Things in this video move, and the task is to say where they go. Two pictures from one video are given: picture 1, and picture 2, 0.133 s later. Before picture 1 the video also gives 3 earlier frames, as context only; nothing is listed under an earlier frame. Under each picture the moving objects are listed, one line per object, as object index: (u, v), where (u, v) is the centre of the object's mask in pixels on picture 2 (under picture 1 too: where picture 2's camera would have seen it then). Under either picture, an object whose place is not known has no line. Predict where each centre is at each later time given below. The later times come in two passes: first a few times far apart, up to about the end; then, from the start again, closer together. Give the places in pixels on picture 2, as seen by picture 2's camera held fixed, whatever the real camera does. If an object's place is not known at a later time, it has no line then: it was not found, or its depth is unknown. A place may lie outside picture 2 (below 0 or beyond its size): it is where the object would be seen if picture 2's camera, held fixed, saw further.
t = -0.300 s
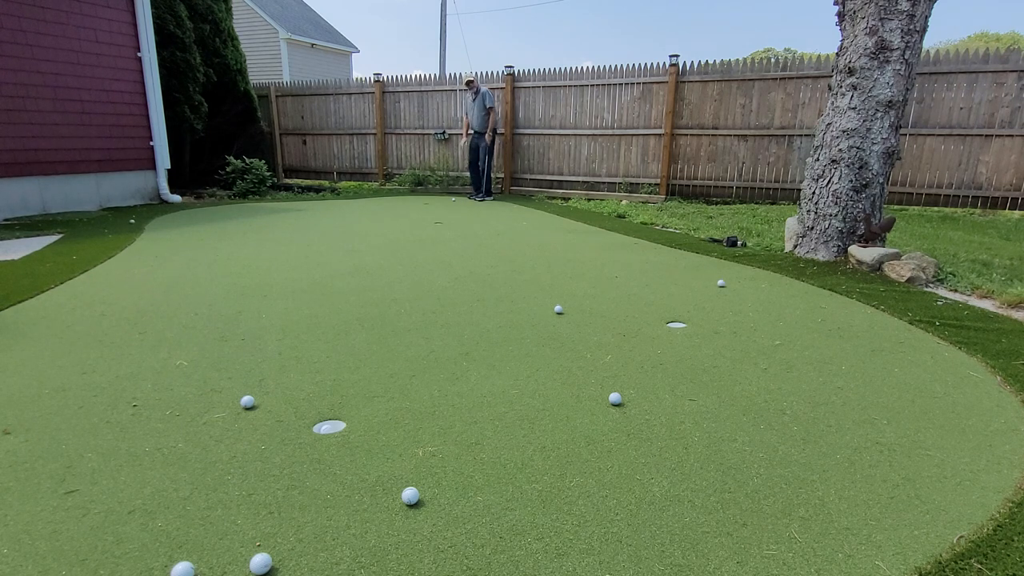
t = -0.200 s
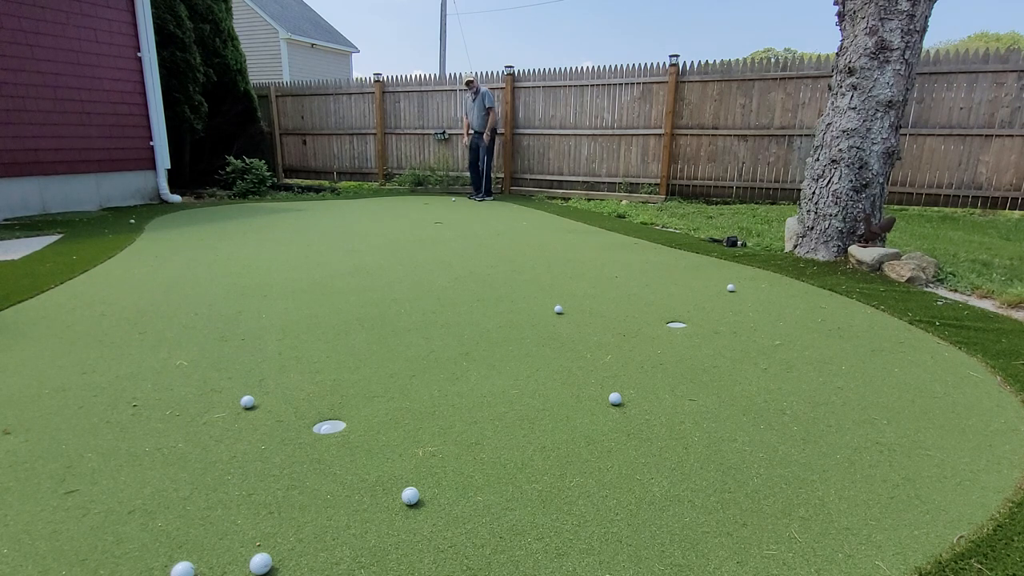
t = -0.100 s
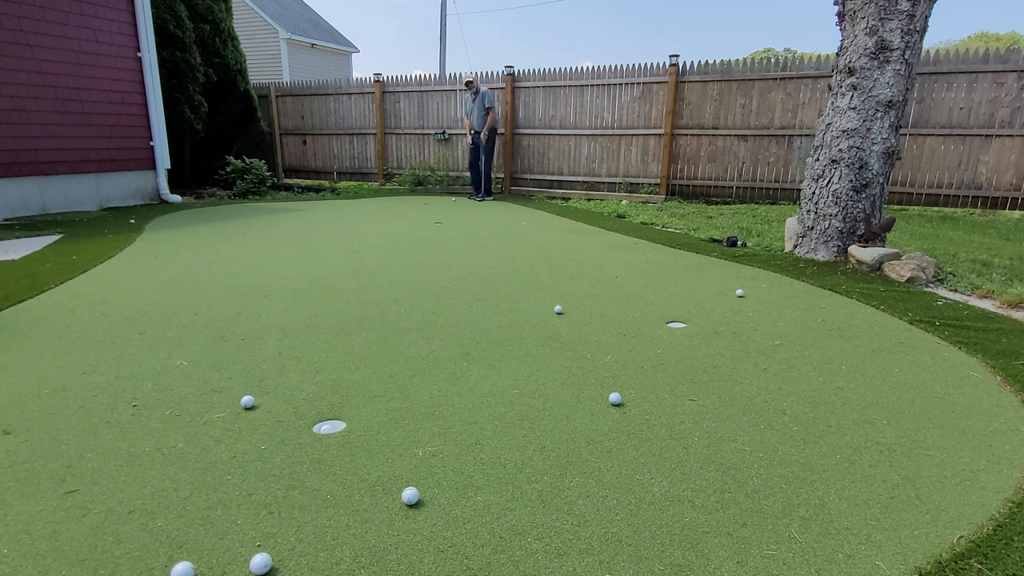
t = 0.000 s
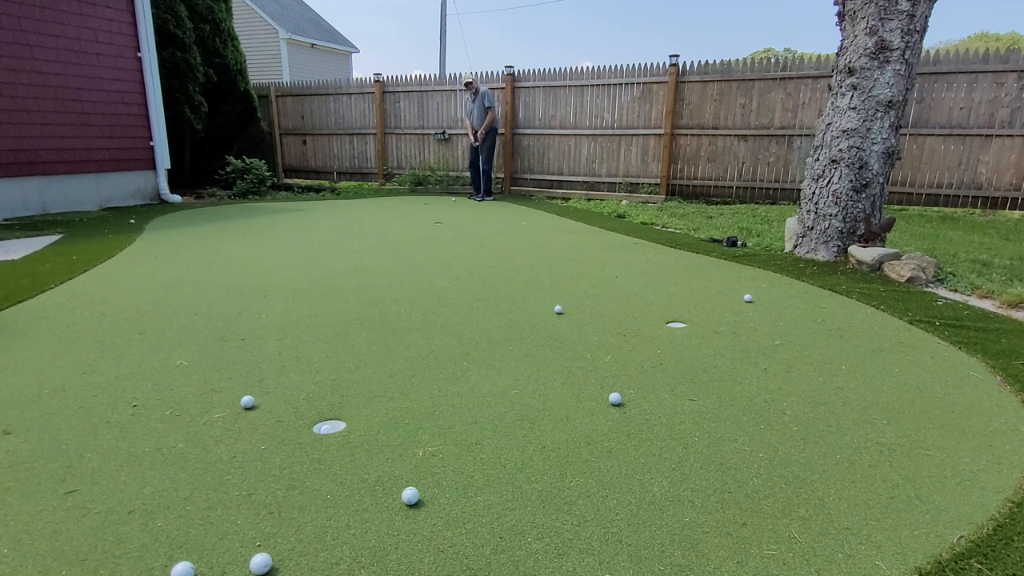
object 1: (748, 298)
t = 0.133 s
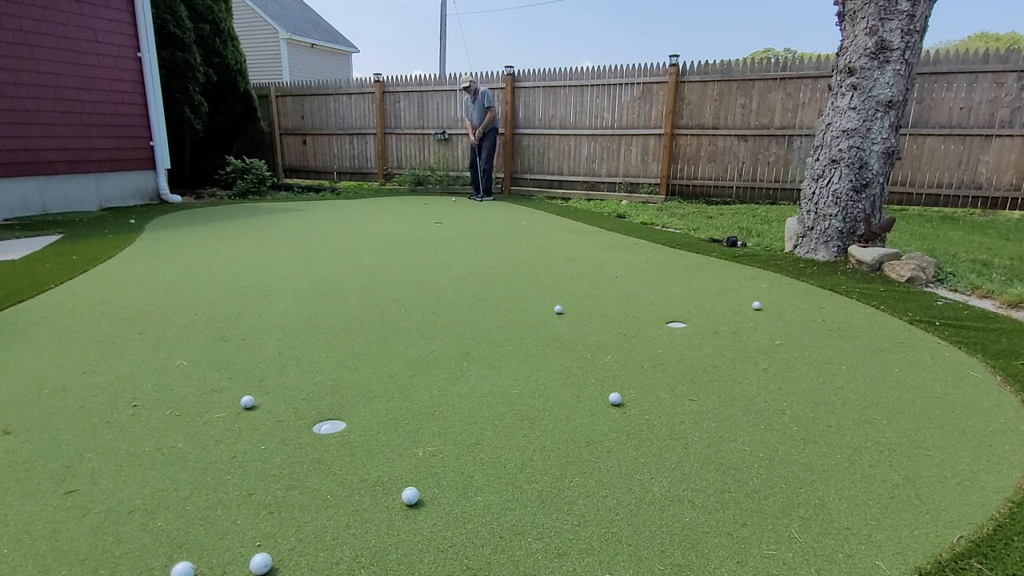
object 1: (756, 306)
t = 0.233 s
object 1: (762, 312)
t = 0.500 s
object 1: (770, 327)
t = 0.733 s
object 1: (771, 341)
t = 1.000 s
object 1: (762, 358)
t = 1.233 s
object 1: (747, 373)
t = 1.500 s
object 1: (721, 388)
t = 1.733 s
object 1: (691, 398)
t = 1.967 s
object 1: (658, 404)
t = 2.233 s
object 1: (617, 407)
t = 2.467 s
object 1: (585, 408)
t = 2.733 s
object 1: (552, 408)
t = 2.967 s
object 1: (527, 407)
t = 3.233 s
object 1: (502, 405)
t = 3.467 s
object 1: (484, 403)
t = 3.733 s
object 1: (472, 400)
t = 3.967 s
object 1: (466, 396)
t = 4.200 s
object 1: (465, 393)
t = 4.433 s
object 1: (465, 391)
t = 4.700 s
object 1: (463, 390)
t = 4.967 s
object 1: (463, 388)
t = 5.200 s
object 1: (463, 388)
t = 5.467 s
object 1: (463, 388)
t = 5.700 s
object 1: (463, 388)
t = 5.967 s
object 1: (463, 388)
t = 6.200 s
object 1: (463, 388)
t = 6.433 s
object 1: (463, 388)
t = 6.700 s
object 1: (463, 388)
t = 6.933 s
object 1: (463, 388)
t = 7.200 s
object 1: (463, 388)
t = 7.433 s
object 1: (463, 388)
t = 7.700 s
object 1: (463, 388)
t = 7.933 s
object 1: (463, 388)
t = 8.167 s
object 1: (463, 388)
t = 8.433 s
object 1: (463, 387)
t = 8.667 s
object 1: (463, 387)
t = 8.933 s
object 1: (463, 387)
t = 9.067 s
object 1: (463, 387)
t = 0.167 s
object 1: (758, 307)
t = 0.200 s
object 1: (760, 310)
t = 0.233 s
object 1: (762, 312)
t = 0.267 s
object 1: (763, 313)
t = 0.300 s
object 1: (765, 315)
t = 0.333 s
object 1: (766, 317)
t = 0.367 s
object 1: (767, 319)
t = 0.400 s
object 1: (768, 321)
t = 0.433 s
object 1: (769, 323)
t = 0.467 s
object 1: (770, 325)
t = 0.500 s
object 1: (770, 327)
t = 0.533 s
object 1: (771, 329)
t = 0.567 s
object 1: (771, 331)
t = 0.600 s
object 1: (771, 333)
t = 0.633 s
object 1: (771, 335)
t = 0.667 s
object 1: (771, 337)
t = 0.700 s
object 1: (771, 339)
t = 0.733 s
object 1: (771, 341)
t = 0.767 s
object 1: (770, 343)
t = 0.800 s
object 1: (769, 345)
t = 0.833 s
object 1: (769, 348)
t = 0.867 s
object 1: (768, 350)
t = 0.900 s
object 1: (767, 352)
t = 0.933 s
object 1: (765, 354)
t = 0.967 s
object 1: (764, 356)
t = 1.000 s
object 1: (762, 358)
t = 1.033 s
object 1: (761, 360)
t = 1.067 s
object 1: (759, 363)
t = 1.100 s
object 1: (757, 365)
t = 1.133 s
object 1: (754, 367)
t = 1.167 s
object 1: (752, 369)
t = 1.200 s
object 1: (750, 371)
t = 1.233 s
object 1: (747, 373)
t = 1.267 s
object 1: (744, 375)
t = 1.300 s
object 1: (741, 377)
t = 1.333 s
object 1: (738, 378)
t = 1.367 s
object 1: (735, 380)
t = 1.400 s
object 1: (732, 382)
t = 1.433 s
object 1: (728, 384)
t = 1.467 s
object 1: (725, 386)
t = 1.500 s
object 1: (721, 388)
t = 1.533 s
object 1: (717, 389)
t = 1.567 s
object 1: (713, 391)
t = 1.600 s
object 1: (709, 393)
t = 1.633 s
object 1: (704, 394)
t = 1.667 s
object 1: (700, 395)
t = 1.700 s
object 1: (696, 397)
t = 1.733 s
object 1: (691, 398)
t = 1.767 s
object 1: (687, 399)
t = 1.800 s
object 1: (682, 400)
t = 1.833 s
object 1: (678, 401)
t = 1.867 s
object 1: (673, 402)
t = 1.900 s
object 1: (668, 403)
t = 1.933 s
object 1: (663, 404)
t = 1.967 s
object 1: (658, 404)
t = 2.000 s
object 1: (652, 405)
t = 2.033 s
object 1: (647, 405)
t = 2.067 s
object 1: (642, 406)
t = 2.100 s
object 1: (637, 406)
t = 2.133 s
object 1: (632, 406)
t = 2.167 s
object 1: (627, 407)
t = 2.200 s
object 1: (622, 407)
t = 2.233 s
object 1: (617, 407)
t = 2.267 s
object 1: (612, 408)
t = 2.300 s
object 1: (608, 408)
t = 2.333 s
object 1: (603, 408)
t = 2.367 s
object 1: (598, 408)
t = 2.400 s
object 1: (594, 408)
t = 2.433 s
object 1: (589, 408)
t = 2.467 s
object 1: (585, 408)
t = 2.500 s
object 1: (580, 408)
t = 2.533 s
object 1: (576, 408)
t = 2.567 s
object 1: (572, 408)
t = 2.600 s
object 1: (568, 408)
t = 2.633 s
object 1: (563, 408)
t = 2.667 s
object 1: (560, 408)
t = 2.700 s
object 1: (556, 408)
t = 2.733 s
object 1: (552, 408)
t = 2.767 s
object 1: (548, 408)
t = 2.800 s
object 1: (544, 408)
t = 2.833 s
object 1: (540, 408)
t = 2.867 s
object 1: (537, 407)
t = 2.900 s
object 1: (534, 408)
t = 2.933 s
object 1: (530, 407)
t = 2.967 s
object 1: (527, 407)
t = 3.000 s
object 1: (523, 407)
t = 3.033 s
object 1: (520, 407)
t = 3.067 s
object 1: (517, 407)
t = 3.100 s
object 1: (514, 406)
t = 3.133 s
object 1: (511, 406)
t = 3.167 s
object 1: (508, 406)
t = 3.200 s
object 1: (505, 406)
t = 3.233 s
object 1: (502, 405)
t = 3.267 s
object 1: (499, 405)
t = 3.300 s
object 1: (497, 405)
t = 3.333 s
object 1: (494, 404)
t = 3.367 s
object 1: (491, 404)
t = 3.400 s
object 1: (489, 404)
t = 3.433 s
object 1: (486, 403)
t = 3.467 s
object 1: (484, 403)
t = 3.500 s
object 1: (482, 402)
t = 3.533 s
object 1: (480, 402)
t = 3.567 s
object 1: (479, 402)
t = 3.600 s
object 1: (477, 401)
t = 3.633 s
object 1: (475, 401)
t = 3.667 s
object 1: (474, 401)
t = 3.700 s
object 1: (473, 400)
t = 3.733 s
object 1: (472, 400)
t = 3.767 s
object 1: (472, 399)
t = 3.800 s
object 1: (470, 398)
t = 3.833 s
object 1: (470, 398)
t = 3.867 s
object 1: (469, 398)
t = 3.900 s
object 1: (468, 397)
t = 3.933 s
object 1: (467, 397)
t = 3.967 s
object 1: (466, 396)
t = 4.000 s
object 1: (466, 396)
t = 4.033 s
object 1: (466, 395)
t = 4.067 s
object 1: (465, 395)
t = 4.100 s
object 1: (465, 395)
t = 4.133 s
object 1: (465, 394)
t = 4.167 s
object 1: (465, 394)
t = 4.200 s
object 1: (465, 393)
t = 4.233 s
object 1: (465, 393)
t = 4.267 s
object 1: (465, 393)
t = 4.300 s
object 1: (464, 392)
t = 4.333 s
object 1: (465, 392)
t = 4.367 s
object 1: (464, 392)
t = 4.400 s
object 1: (464, 391)
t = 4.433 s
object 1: (465, 391)
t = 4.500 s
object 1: (464, 391)
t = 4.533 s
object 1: (464, 391)
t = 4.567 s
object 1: (464, 390)
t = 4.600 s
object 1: (464, 390)
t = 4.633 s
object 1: (463, 390)
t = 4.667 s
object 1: (463, 390)
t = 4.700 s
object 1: (463, 390)
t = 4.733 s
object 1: (463, 389)
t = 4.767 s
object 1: (463, 389)
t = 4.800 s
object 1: (463, 389)
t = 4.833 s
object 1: (463, 389)
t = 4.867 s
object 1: (463, 388)
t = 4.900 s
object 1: (463, 388)
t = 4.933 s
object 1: (463, 388)
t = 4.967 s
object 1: (463, 388)
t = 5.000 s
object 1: (463, 388)
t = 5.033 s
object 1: (463, 388)
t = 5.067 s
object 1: (463, 388)
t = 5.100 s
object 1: (463, 388)
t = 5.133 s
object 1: (463, 388)
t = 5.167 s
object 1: (463, 388)
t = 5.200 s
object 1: (463, 388)
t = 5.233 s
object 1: (463, 388)
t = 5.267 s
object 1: (463, 388)
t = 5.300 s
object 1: (463, 388)
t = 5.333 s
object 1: (463, 388)
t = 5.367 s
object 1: (463, 388)
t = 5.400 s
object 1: (463, 388)
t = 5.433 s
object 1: (463, 388)
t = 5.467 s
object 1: (463, 388)
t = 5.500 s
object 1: (463, 388)
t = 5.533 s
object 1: (463, 388)
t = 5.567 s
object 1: (463, 388)
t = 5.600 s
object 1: (463, 388)
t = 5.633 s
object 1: (463, 388)
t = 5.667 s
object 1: (463, 388)
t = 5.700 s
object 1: (463, 388)
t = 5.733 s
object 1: (463, 388)
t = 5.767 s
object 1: (463, 388)
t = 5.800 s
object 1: (463, 388)
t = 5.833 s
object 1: (463, 388)
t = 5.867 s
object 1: (463, 388)
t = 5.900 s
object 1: (463, 388)
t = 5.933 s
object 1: (463, 388)
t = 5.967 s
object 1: (463, 388)
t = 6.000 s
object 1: (463, 388)
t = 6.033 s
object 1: (463, 388)
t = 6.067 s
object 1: (463, 388)
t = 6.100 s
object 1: (463, 388)
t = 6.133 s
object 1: (463, 388)
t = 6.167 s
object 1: (463, 388)
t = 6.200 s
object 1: (463, 388)
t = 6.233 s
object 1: (463, 388)
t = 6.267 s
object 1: (463, 388)
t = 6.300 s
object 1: (463, 388)
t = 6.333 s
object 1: (463, 388)
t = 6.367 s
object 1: (463, 388)
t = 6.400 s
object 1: (463, 388)
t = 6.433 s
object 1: (463, 388)
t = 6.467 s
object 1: (463, 388)
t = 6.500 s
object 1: (463, 388)
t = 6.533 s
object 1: (463, 388)
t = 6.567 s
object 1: (463, 388)
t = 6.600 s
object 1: (463, 388)
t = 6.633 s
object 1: (463, 388)
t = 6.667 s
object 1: (463, 388)
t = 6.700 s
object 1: (463, 388)
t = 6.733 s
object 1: (463, 388)
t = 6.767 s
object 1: (463, 388)
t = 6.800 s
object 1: (463, 388)
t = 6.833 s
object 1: (463, 388)
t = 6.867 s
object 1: (463, 388)
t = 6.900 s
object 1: (463, 388)
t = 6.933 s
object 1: (463, 388)
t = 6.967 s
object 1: (463, 388)
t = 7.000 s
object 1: (463, 388)
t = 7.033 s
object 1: (463, 388)
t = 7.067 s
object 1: (463, 388)
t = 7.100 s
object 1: (463, 388)
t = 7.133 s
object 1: (463, 388)
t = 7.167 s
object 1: (463, 388)
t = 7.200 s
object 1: (463, 388)
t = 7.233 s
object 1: (463, 387)
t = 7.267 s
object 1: (463, 388)
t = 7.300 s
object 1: (463, 388)
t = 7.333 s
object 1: (463, 388)
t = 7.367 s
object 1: (463, 388)
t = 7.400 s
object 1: (463, 388)
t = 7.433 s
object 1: (463, 388)
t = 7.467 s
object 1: (463, 388)
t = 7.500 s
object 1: (463, 388)
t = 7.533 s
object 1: (463, 388)
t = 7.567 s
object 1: (463, 387)
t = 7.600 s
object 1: (463, 387)
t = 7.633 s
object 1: (463, 387)
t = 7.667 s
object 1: (463, 388)
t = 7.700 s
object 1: (463, 388)
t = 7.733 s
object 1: (463, 388)
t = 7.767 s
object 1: (463, 388)
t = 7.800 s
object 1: (463, 388)
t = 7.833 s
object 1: (463, 388)
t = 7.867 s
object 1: (463, 388)
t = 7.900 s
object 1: (463, 388)
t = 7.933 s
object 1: (463, 388)
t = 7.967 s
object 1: (463, 388)
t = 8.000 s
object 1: (463, 387)
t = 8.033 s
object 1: (463, 387)
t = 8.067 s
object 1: (463, 387)
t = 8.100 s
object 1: (463, 387)
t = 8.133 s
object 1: (463, 388)
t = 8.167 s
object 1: (463, 388)
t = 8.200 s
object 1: (463, 388)
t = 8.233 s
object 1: (463, 387)
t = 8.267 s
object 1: (463, 388)
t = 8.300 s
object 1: (463, 387)
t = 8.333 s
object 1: (463, 387)
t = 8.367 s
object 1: (463, 387)
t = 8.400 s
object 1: (463, 387)
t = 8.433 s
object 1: (463, 387)
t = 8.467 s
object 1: (463, 387)
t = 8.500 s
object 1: (463, 387)
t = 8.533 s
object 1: (463, 387)
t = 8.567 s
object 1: (463, 387)
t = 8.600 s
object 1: (463, 387)
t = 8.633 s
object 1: (463, 387)
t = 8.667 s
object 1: (463, 387)
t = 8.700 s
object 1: (463, 387)
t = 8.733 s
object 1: (463, 387)
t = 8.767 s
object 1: (463, 387)
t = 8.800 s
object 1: (463, 387)
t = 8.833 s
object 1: (463, 387)
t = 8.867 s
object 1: (463, 387)
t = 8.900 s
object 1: (463, 387)
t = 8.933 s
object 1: (463, 387)
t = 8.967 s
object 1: (463, 387)
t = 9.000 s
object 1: (463, 387)
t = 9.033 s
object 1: (463, 387)
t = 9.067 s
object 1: (463, 387)
